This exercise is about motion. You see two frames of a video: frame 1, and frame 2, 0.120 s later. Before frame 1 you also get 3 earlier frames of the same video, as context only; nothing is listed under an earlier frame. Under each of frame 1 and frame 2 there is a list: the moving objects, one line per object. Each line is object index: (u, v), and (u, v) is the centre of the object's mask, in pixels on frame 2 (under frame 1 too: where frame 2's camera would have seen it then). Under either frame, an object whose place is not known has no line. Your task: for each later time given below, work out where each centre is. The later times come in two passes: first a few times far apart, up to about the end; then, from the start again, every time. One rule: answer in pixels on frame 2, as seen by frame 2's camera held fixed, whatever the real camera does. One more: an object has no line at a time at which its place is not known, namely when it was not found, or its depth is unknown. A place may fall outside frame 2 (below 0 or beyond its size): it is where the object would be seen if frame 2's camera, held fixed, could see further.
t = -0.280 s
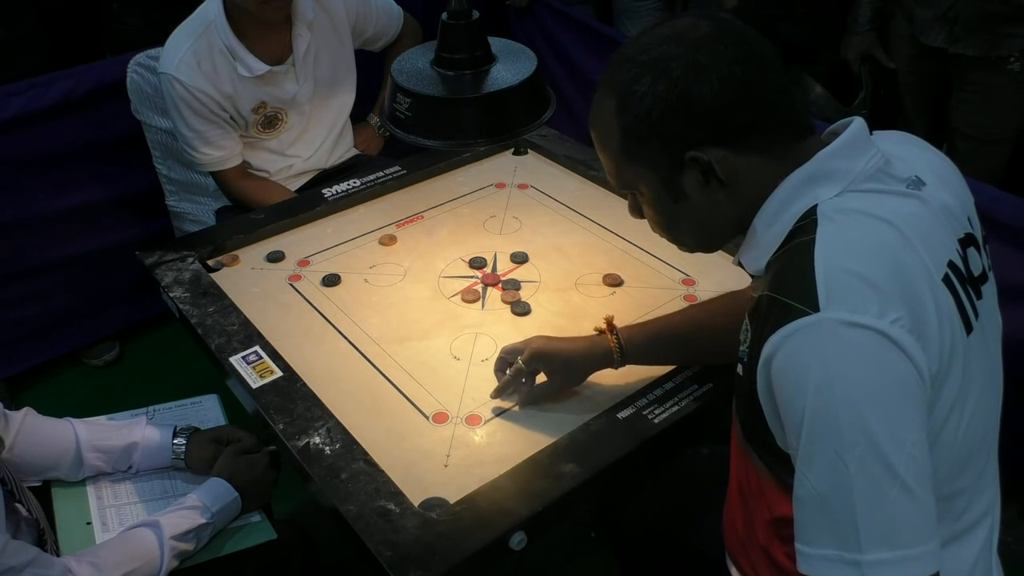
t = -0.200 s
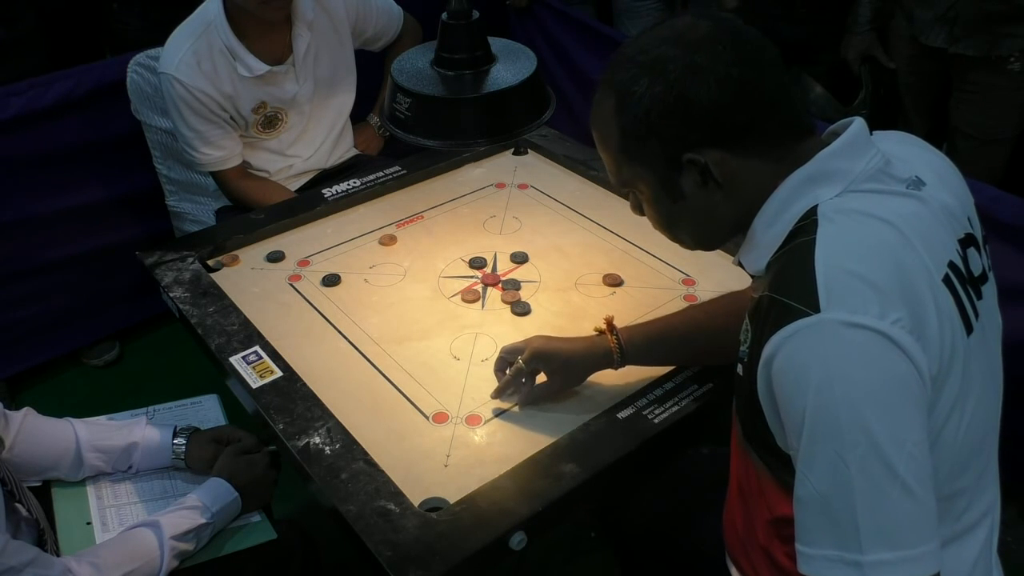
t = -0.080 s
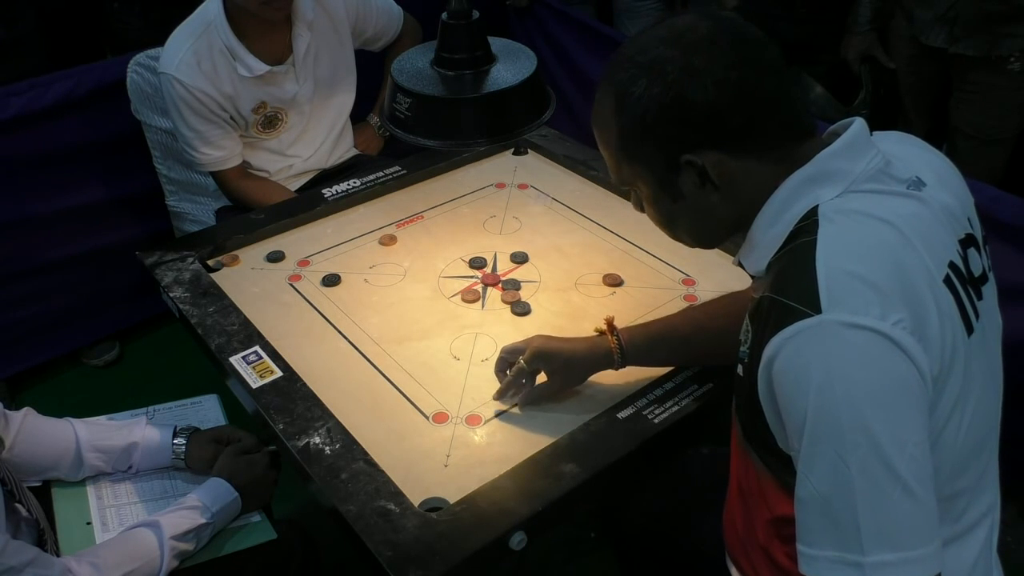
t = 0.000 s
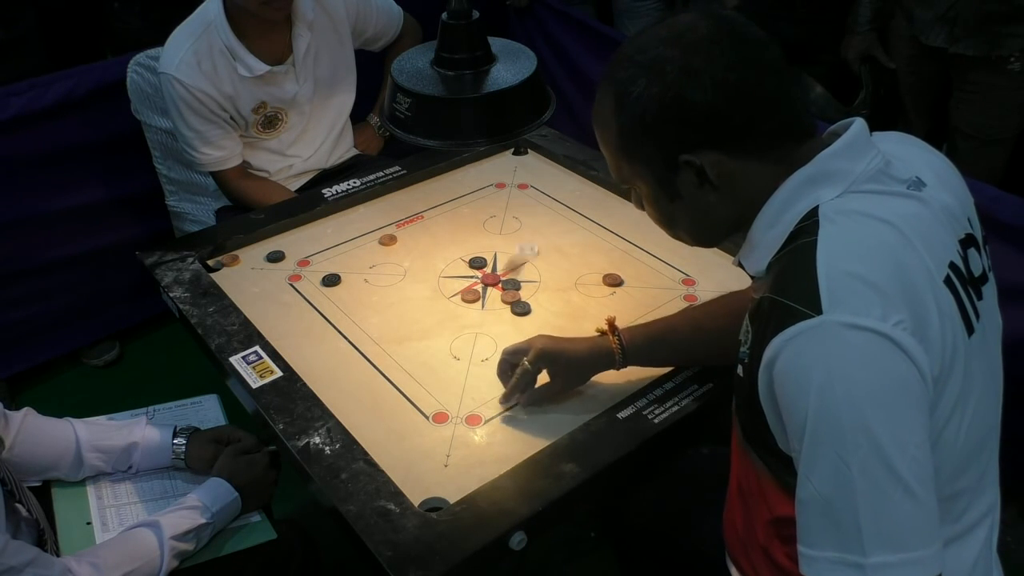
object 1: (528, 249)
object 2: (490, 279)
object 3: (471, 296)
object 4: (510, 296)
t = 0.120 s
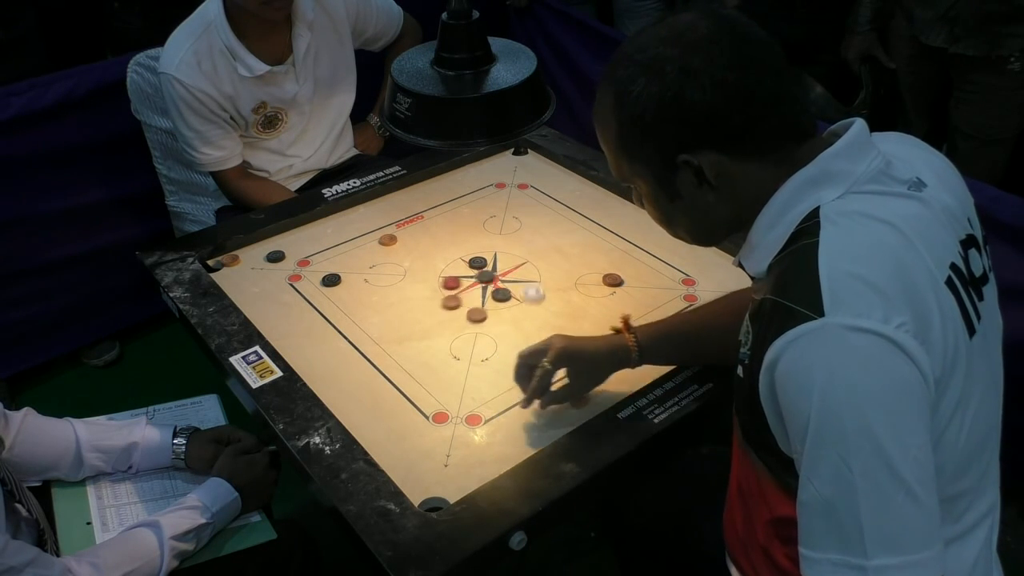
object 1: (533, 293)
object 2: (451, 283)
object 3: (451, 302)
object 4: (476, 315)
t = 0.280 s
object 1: (546, 352)
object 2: (418, 281)
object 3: (416, 310)
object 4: (458, 336)
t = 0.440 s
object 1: (562, 412)
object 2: (403, 280)
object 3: (401, 313)
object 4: (451, 343)
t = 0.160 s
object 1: (536, 308)
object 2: (441, 282)
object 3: (440, 304)
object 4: (471, 321)
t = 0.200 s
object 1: (539, 323)
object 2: (432, 282)
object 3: (431, 306)
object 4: (466, 327)
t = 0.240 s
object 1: (542, 338)
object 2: (424, 281)
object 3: (422, 308)
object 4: (462, 331)
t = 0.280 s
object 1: (546, 352)
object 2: (418, 281)
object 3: (416, 310)
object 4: (458, 336)
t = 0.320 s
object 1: (549, 367)
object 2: (412, 280)
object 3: (410, 311)
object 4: (455, 338)
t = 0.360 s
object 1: (554, 383)
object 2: (408, 280)
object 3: (406, 312)
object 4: (453, 341)
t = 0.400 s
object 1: (558, 397)
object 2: (405, 280)
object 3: (403, 312)
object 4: (452, 342)
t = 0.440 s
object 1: (562, 412)
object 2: (403, 280)
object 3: (401, 313)
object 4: (451, 343)
